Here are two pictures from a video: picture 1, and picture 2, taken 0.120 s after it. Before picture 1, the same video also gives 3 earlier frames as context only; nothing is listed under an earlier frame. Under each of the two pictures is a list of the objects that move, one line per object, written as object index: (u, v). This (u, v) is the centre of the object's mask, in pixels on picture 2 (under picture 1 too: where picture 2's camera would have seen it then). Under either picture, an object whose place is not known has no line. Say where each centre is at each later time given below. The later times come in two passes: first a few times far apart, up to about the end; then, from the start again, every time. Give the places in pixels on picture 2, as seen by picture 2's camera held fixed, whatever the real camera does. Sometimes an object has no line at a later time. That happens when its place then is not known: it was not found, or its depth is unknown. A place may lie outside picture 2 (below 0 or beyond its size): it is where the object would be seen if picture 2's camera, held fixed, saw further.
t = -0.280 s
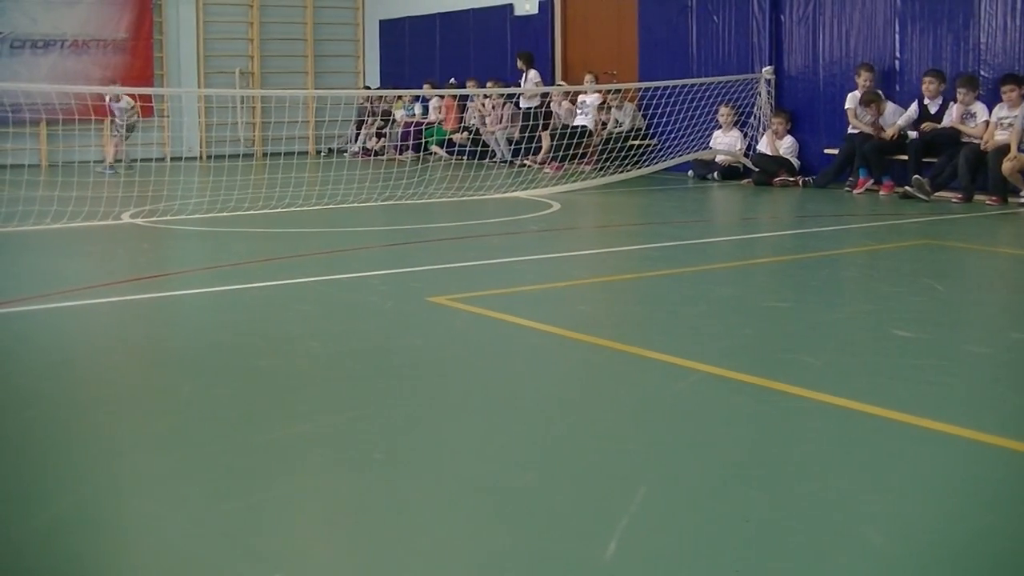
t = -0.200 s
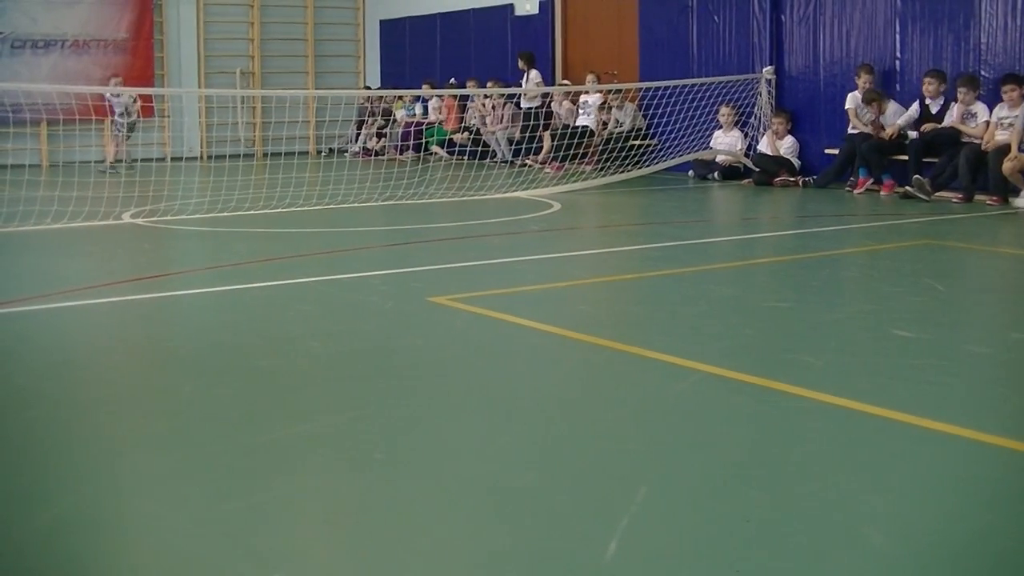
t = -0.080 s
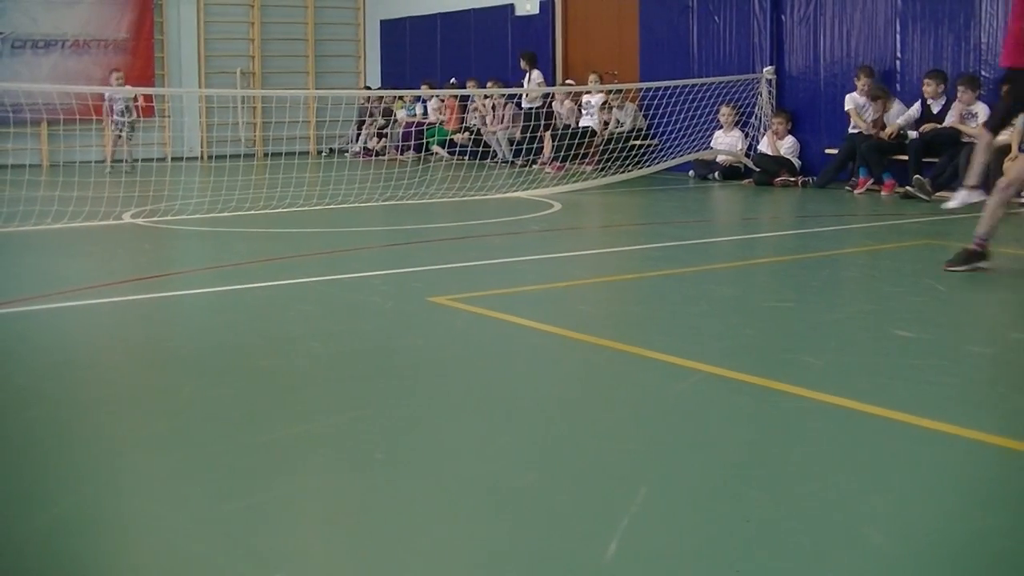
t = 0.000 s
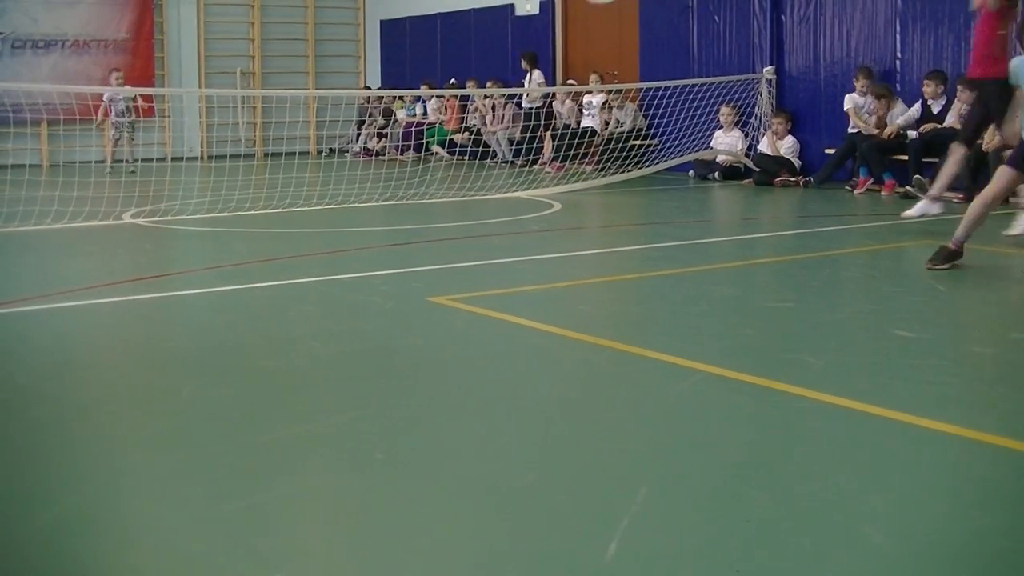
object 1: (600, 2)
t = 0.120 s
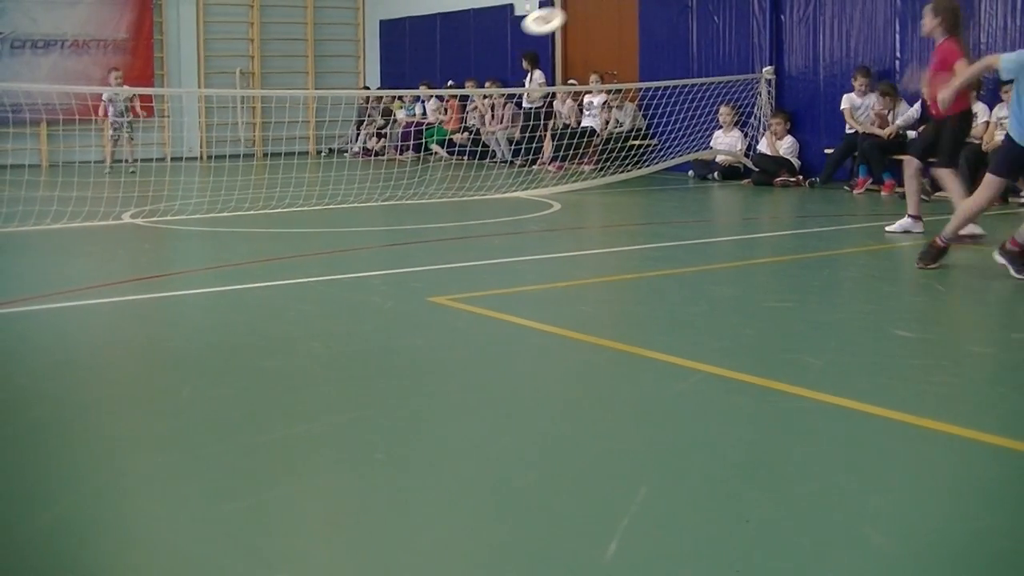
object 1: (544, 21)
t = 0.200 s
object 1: (505, 49)
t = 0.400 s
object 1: (414, 136)
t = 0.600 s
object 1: (378, 177)
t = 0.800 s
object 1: (368, 184)
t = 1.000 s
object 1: (358, 204)
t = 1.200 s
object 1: (361, 205)
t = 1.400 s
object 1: (363, 205)
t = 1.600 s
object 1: (363, 206)
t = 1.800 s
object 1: (364, 207)
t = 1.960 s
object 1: (363, 206)
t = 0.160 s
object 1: (524, 35)
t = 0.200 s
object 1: (505, 49)
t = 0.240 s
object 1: (486, 64)
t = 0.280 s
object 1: (468, 79)
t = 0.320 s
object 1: (450, 97)
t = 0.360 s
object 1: (431, 116)
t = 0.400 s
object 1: (414, 136)
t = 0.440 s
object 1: (401, 155)
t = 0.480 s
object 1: (390, 172)
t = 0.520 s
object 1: (383, 182)
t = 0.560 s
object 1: (381, 179)
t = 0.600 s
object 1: (378, 177)
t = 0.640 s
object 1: (375, 178)
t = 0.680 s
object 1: (373, 182)
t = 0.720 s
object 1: (371, 185)
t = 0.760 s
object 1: (369, 184)
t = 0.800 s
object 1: (368, 184)
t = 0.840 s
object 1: (366, 187)
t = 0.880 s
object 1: (364, 189)
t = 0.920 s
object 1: (361, 193)
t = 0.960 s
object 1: (359, 199)
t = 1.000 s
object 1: (358, 204)
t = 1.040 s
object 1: (358, 203)
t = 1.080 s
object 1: (360, 201)
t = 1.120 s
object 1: (360, 201)
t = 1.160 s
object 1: (361, 204)
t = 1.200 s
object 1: (361, 205)
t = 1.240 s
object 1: (360, 204)
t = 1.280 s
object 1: (362, 203)
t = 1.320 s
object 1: (362, 204)
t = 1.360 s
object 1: (362, 205)
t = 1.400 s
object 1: (363, 205)
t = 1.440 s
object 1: (363, 204)
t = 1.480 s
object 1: (365, 204)
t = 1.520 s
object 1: (363, 205)
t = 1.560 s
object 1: (362, 205)
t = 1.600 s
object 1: (363, 206)
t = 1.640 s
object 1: (364, 207)
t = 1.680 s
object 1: (364, 207)
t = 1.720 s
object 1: (363, 207)
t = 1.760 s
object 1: (363, 207)
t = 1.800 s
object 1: (364, 207)
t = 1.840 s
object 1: (364, 207)
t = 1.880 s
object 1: (364, 206)
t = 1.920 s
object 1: (364, 206)
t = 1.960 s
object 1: (363, 206)
